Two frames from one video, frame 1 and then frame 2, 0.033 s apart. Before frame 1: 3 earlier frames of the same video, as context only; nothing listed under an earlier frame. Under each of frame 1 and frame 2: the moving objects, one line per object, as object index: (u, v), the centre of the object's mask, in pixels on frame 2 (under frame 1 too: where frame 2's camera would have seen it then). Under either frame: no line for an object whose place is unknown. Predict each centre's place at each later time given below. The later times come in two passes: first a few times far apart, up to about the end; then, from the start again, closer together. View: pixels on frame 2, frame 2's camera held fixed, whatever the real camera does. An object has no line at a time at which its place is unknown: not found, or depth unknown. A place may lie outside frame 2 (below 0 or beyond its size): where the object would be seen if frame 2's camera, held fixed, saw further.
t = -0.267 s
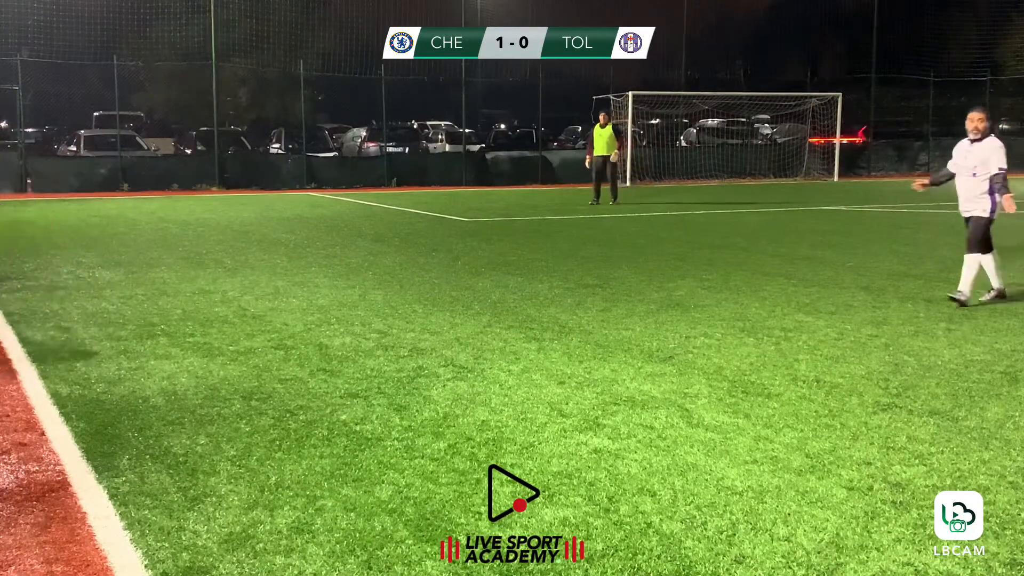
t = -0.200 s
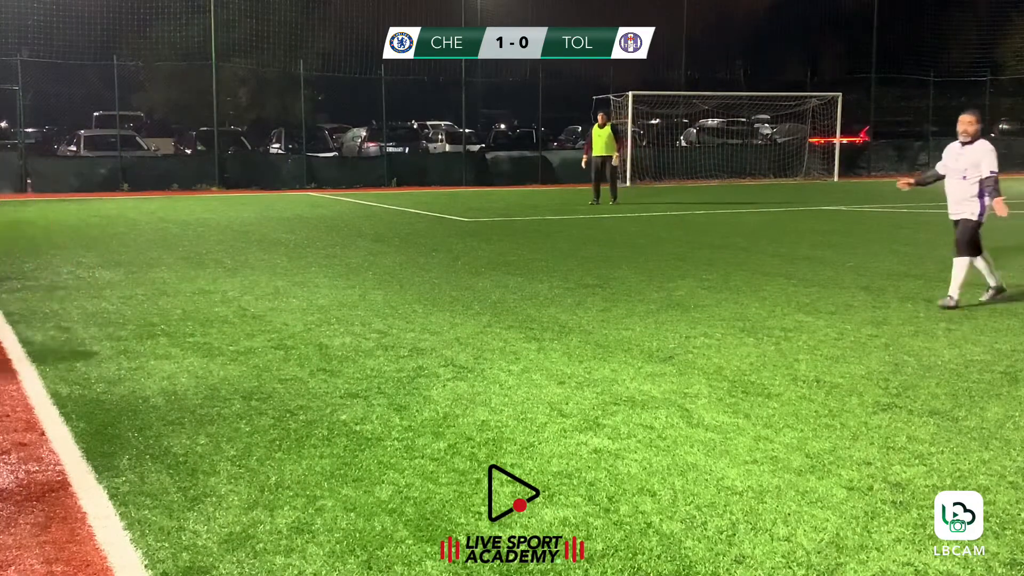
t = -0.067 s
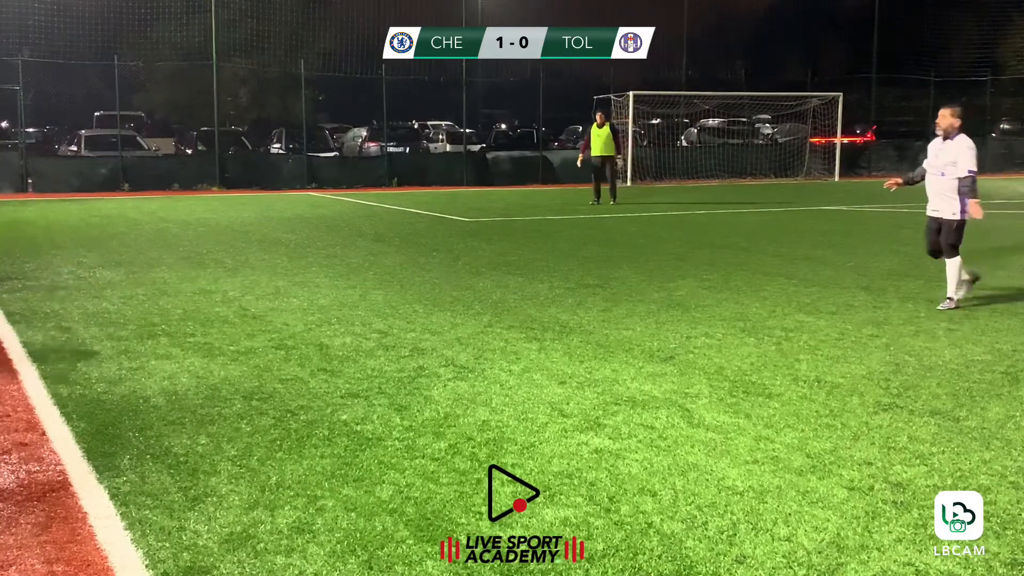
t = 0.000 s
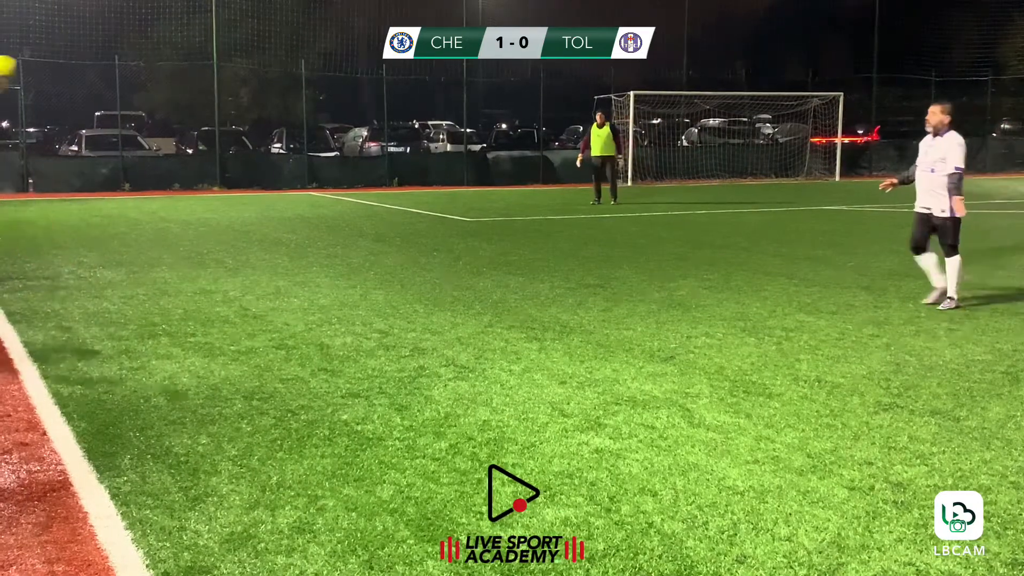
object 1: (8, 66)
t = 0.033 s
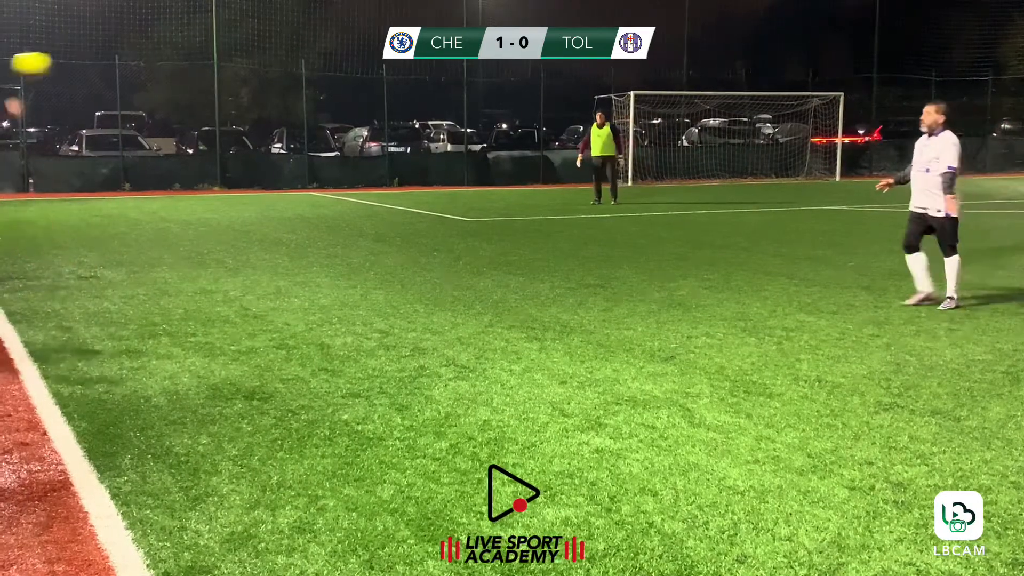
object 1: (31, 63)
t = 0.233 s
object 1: (243, 70)
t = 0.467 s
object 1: (490, 140)
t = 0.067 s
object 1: (66, 61)
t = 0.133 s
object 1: (136, 61)
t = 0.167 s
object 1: (172, 63)
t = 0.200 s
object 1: (207, 67)
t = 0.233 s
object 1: (243, 70)
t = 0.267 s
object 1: (278, 77)
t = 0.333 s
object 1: (350, 93)
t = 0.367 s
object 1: (385, 103)
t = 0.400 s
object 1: (418, 114)
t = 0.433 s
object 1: (453, 126)
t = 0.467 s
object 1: (490, 140)
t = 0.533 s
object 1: (558, 170)
